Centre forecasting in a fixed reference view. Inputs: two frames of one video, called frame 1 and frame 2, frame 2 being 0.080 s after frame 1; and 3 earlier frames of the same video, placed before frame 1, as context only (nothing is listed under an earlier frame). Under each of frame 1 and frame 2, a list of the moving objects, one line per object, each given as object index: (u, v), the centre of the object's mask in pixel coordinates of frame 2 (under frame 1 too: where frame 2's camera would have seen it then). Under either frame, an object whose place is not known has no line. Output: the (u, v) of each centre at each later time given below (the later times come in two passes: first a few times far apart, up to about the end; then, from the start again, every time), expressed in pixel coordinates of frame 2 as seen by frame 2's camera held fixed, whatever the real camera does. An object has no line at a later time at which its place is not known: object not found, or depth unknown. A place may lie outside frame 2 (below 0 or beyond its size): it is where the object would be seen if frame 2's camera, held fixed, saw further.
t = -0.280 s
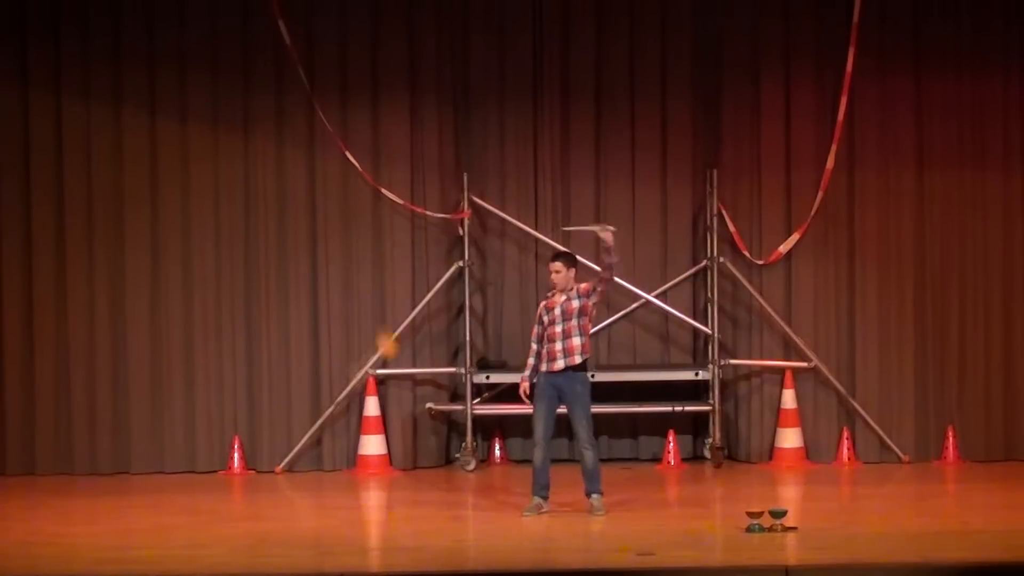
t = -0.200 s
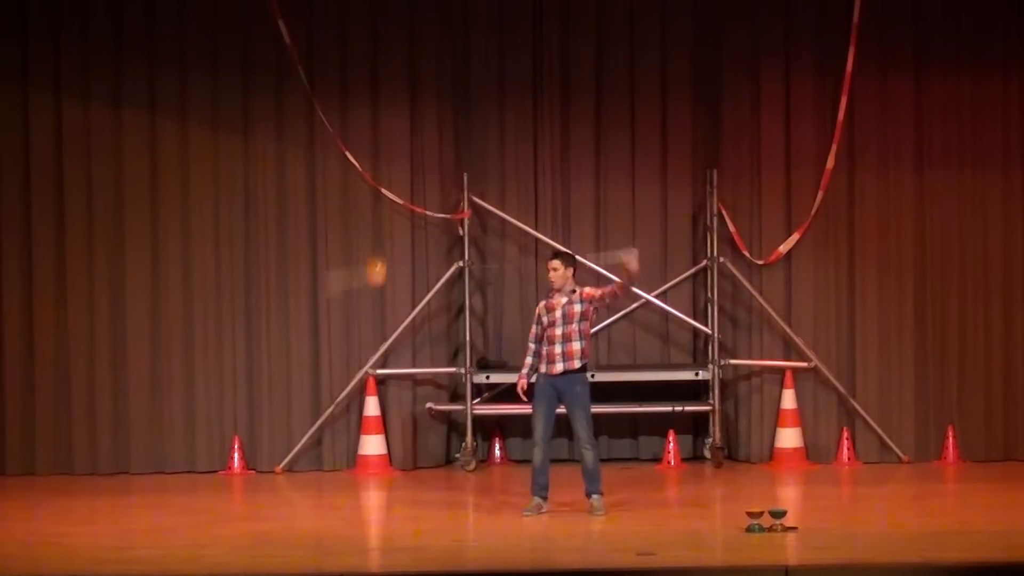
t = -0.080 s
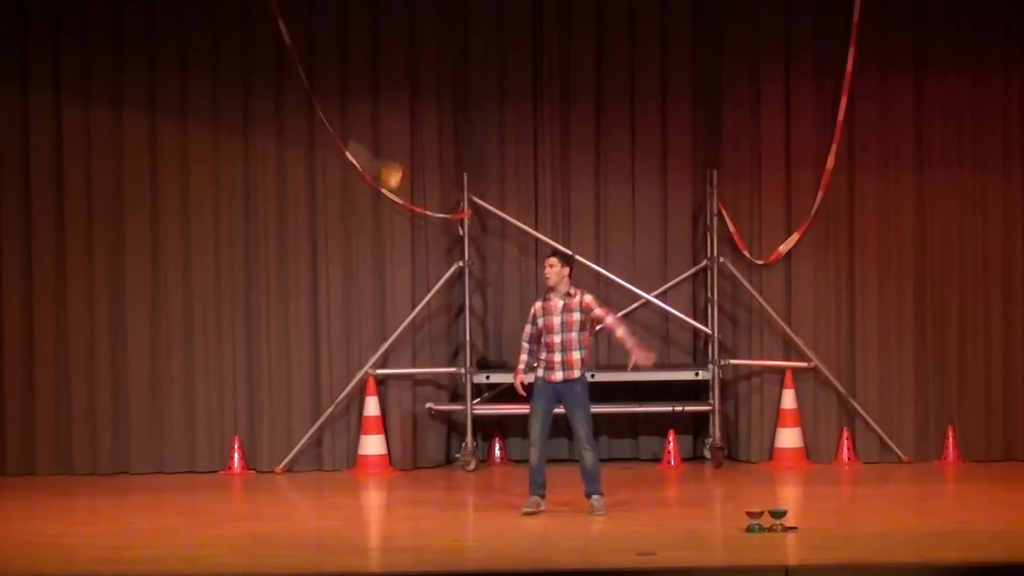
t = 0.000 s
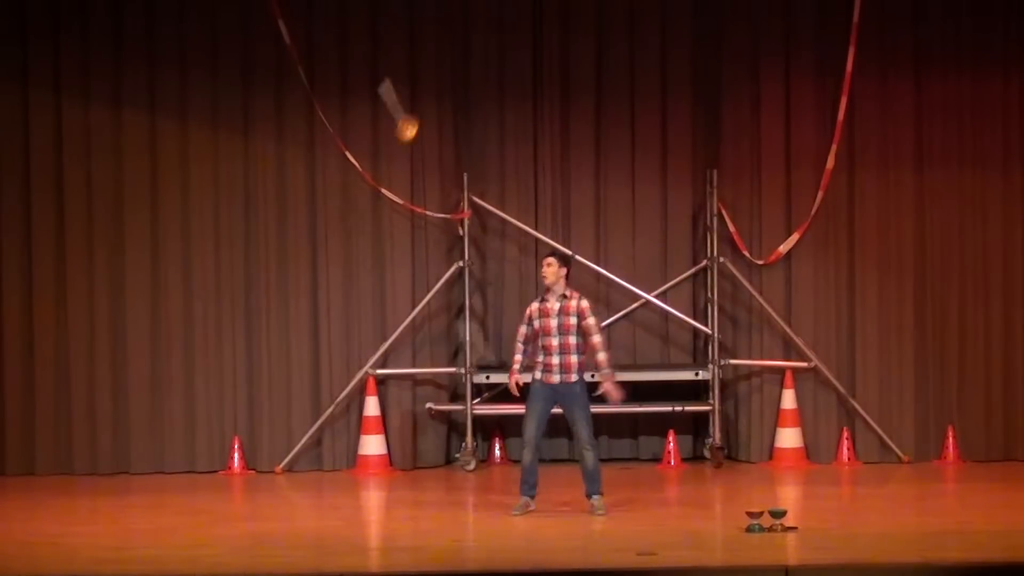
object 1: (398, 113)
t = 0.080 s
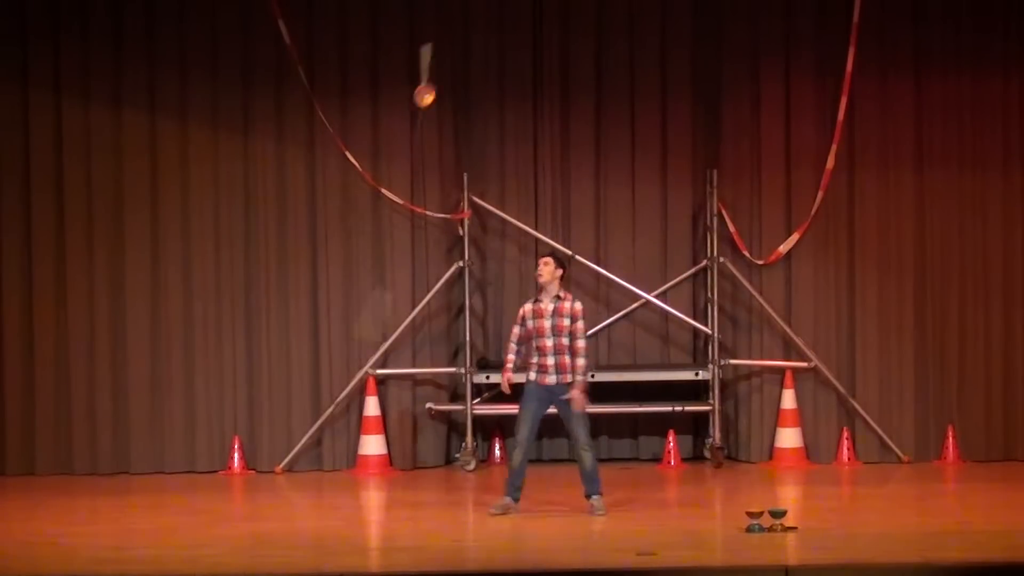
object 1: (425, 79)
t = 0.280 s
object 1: (476, 68)
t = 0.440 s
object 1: (486, 111)
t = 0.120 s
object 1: (437, 70)
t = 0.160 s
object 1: (449, 64)
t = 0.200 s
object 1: (459, 61)
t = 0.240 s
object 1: (469, 63)
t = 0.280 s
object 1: (476, 68)
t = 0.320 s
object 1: (482, 75)
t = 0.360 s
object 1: (485, 85)
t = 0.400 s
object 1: (487, 97)
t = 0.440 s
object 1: (486, 111)
